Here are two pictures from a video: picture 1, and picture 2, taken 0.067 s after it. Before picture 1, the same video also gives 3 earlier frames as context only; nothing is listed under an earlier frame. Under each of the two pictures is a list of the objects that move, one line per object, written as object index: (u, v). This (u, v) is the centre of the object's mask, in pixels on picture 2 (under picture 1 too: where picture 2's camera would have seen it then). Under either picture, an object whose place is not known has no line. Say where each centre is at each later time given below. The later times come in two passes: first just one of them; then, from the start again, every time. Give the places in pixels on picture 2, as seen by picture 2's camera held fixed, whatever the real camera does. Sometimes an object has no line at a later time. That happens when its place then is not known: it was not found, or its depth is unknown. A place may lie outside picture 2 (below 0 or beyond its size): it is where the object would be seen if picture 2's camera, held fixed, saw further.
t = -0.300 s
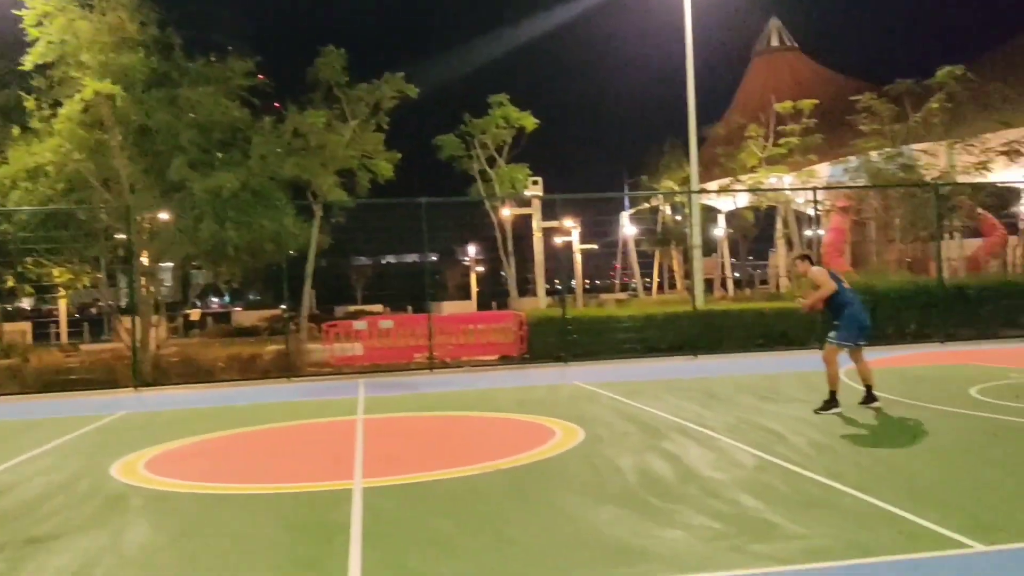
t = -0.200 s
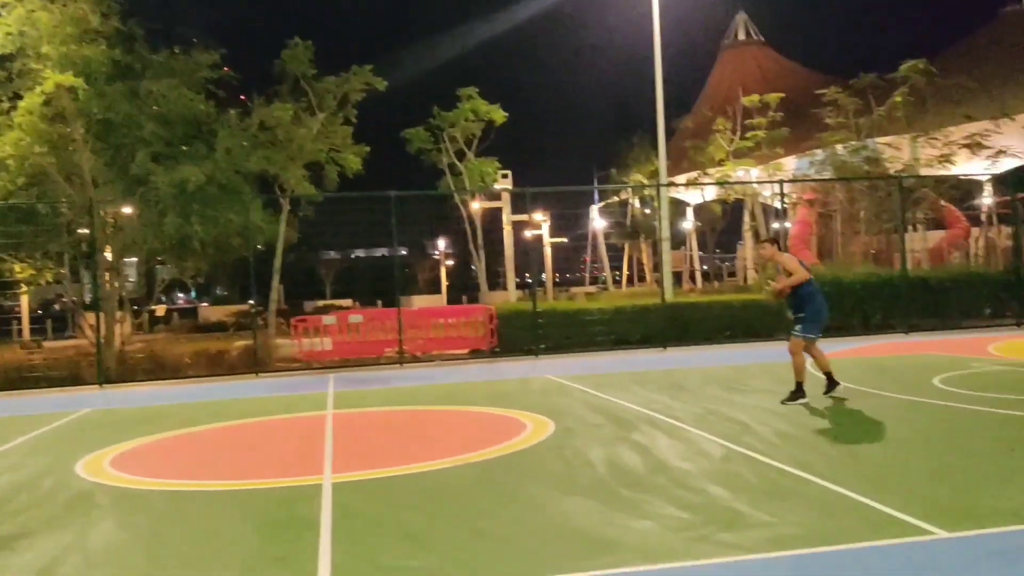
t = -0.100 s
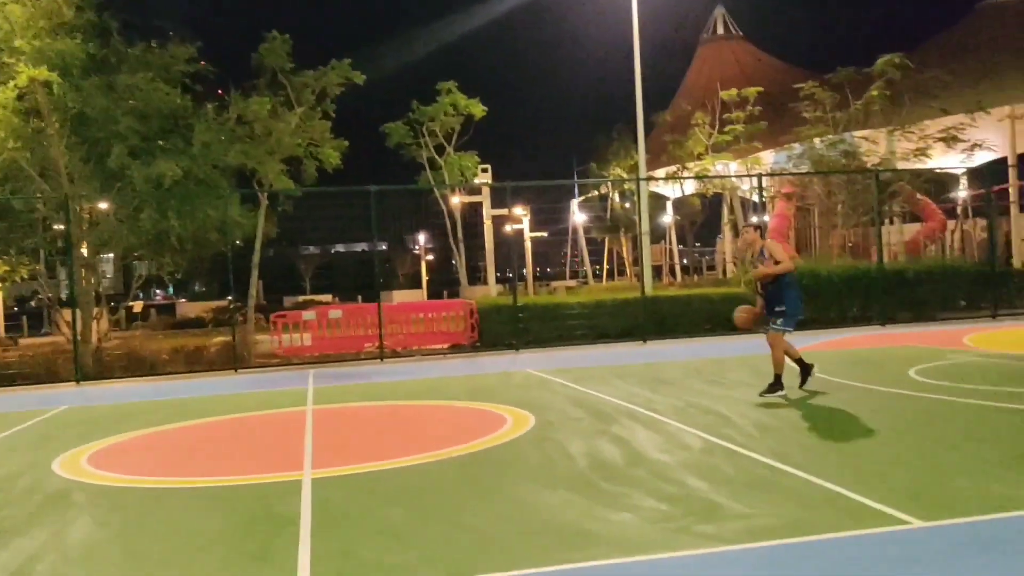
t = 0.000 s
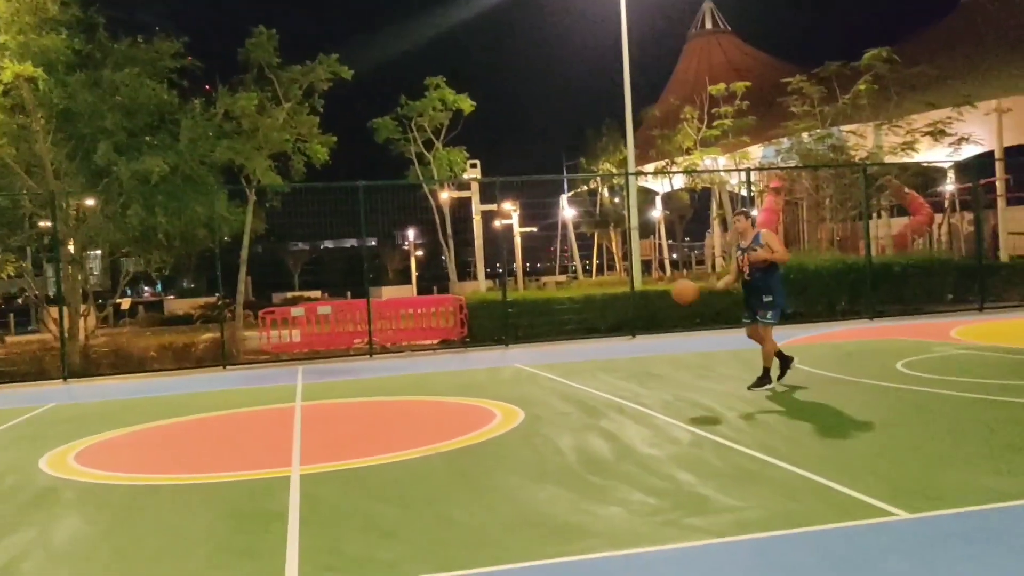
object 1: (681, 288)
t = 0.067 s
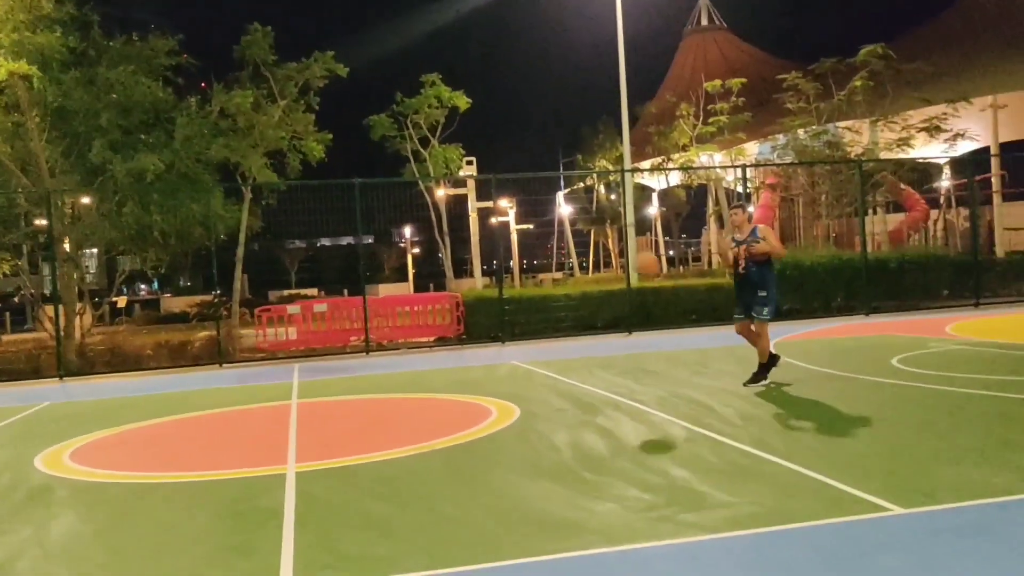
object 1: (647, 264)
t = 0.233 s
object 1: (539, 218)
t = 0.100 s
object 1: (628, 253)
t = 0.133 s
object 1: (607, 244)
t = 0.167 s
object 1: (587, 234)
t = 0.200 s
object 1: (563, 226)
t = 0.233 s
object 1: (539, 218)
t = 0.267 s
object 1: (513, 211)
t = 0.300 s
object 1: (488, 205)
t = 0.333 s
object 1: (457, 201)
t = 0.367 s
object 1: (426, 198)
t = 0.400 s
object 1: (392, 196)
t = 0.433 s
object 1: (356, 195)
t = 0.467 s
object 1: (316, 197)
